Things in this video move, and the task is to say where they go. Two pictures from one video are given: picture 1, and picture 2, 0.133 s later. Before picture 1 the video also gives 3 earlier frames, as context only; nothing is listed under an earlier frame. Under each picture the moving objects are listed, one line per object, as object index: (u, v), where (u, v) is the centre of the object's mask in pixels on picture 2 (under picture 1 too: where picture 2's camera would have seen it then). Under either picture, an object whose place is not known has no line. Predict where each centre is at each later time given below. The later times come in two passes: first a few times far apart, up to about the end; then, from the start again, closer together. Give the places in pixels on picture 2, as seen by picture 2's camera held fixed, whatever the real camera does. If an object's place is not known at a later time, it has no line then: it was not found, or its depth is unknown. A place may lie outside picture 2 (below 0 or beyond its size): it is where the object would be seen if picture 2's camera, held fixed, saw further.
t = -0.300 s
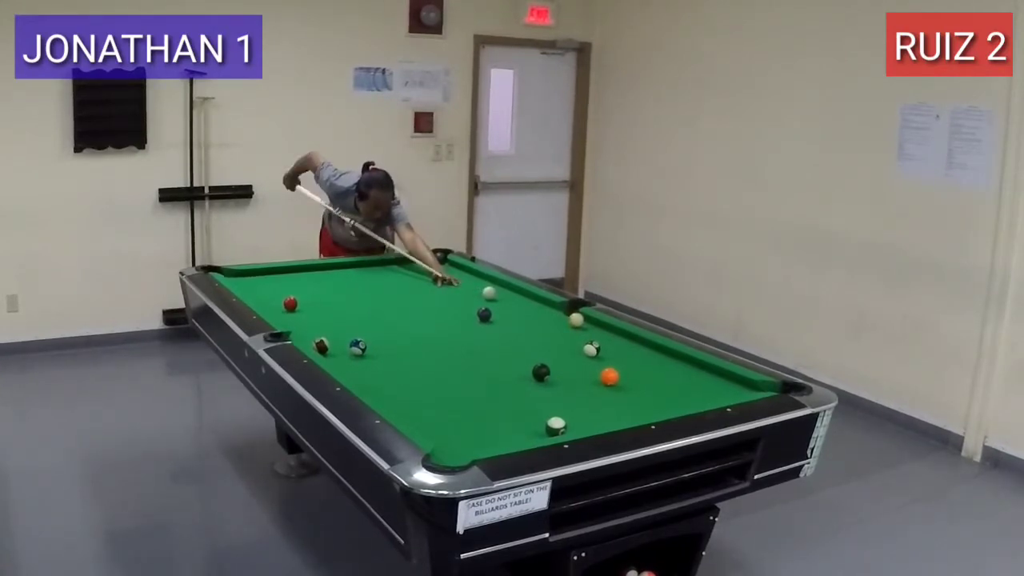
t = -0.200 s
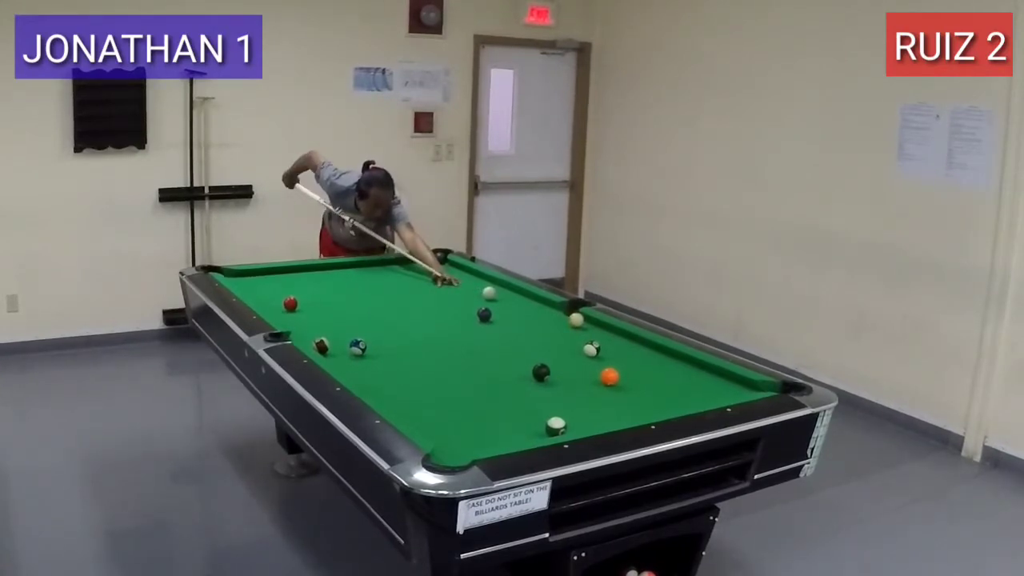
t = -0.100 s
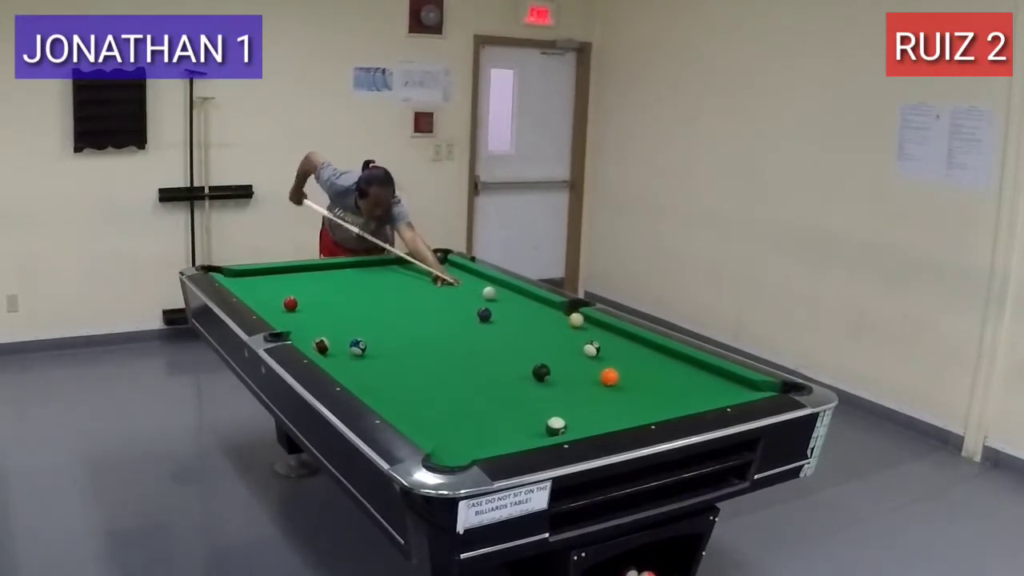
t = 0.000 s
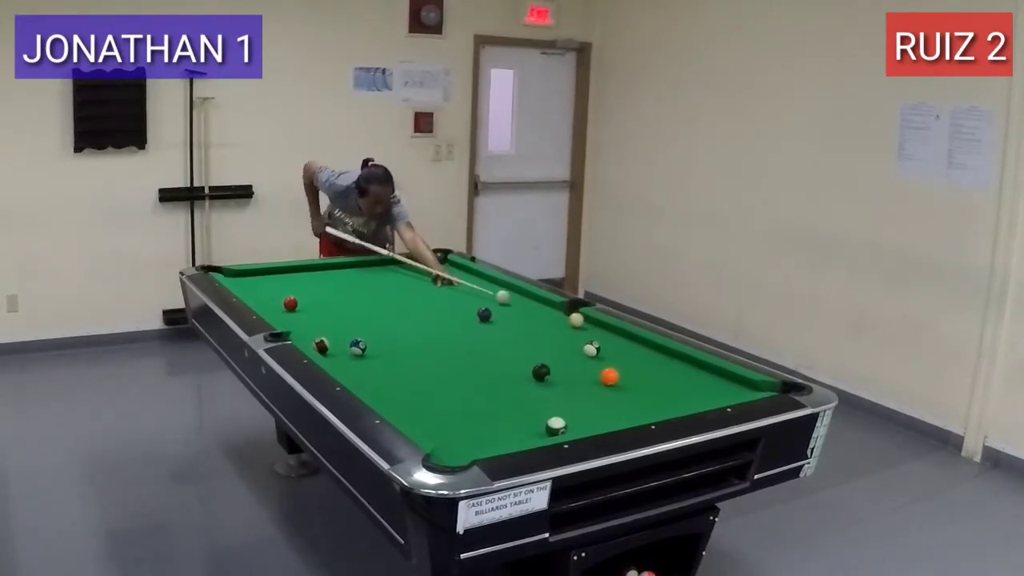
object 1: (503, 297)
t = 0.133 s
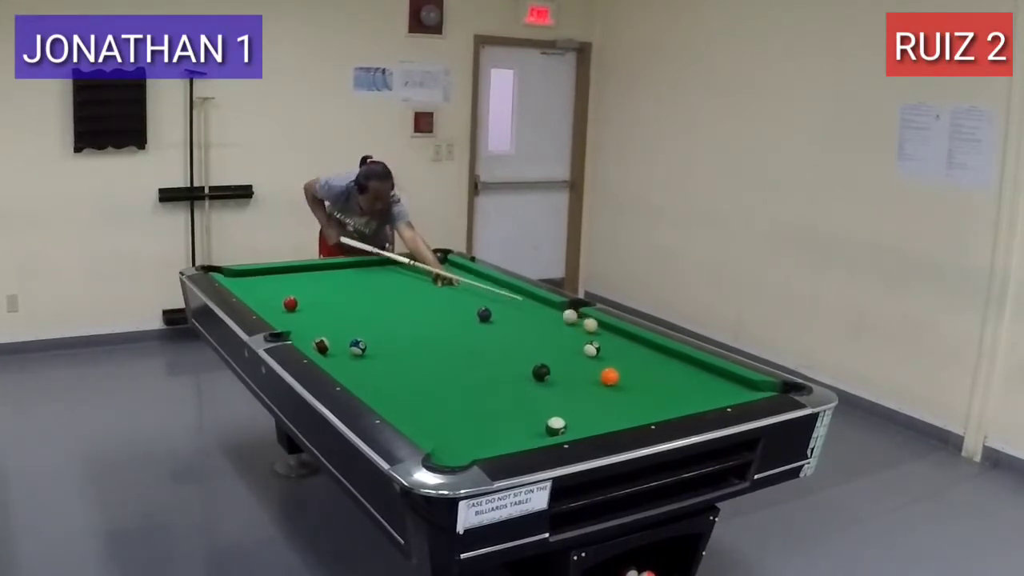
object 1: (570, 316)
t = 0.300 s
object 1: (580, 316)
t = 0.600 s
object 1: (573, 318)
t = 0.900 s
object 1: (568, 319)
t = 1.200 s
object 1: (564, 319)
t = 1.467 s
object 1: (562, 319)
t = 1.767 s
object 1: (561, 319)
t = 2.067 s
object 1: (562, 319)
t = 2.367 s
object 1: (562, 319)
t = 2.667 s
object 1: (562, 319)
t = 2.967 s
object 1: (562, 319)
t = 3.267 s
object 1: (562, 319)
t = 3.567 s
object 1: (562, 319)
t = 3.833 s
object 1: (562, 320)
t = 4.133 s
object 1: (562, 319)
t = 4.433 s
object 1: (562, 319)
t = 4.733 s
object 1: (562, 319)
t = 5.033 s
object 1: (562, 319)
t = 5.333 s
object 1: (562, 319)
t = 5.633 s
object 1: (562, 319)
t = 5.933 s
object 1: (562, 319)
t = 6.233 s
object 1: (562, 319)
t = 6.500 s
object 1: (562, 319)
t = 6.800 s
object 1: (562, 319)
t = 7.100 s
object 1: (562, 319)
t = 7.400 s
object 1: (562, 319)
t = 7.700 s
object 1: (562, 319)
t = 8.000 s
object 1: (562, 319)
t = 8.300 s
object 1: (562, 319)
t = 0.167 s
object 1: (572, 316)
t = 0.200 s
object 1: (575, 316)
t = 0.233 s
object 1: (578, 316)
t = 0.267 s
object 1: (581, 316)
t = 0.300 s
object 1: (580, 316)
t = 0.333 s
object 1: (579, 316)
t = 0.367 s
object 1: (578, 317)
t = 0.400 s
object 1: (578, 317)
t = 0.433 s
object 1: (577, 317)
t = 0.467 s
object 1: (576, 317)
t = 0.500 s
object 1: (575, 317)
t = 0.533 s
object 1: (575, 317)
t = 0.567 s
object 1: (574, 317)
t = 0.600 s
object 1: (573, 318)
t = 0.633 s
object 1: (572, 318)
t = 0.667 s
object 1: (572, 318)
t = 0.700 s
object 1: (571, 318)
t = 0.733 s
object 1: (570, 318)
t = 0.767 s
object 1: (570, 318)
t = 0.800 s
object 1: (569, 318)
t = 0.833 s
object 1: (569, 318)
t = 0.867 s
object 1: (568, 319)
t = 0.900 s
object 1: (568, 319)
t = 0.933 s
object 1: (567, 319)
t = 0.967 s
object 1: (567, 319)
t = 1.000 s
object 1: (566, 319)
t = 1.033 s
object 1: (566, 319)
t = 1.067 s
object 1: (565, 319)
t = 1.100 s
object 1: (565, 319)
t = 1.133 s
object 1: (565, 319)
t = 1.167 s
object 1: (564, 319)
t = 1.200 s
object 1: (564, 319)
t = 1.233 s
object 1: (563, 319)
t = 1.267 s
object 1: (564, 320)
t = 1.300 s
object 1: (563, 319)
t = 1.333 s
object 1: (563, 319)
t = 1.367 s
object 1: (563, 320)
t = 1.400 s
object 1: (562, 319)
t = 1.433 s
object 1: (562, 320)
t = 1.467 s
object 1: (562, 319)
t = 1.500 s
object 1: (562, 319)
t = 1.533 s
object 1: (562, 319)
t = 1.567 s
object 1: (562, 319)
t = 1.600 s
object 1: (562, 319)
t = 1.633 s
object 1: (562, 319)
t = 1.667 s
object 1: (562, 319)
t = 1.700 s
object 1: (562, 319)
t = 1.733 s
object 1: (562, 319)
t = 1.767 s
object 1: (561, 319)
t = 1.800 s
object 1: (561, 319)
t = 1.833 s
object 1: (562, 319)
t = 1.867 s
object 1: (562, 319)
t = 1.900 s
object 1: (562, 319)
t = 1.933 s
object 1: (561, 319)
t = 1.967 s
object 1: (562, 319)
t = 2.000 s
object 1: (562, 319)
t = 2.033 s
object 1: (562, 319)
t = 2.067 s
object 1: (562, 319)
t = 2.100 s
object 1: (562, 319)
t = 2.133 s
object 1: (562, 320)
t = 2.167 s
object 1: (561, 319)
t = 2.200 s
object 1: (562, 320)
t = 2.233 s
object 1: (562, 320)
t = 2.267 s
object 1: (562, 319)
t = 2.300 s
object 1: (562, 319)
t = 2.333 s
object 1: (562, 319)
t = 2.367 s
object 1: (562, 319)
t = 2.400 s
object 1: (562, 319)
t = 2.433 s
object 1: (562, 319)
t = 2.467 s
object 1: (561, 319)
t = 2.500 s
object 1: (562, 319)
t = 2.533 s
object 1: (562, 319)
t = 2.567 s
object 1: (562, 319)
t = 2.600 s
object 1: (562, 319)
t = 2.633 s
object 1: (562, 319)
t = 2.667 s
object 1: (562, 319)
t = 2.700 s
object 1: (562, 319)
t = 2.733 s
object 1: (562, 319)
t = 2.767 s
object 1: (562, 319)
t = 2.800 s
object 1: (562, 319)
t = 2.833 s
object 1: (562, 319)
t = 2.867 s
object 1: (562, 319)
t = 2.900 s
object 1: (562, 319)
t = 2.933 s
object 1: (562, 319)
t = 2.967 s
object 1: (562, 319)
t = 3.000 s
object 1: (562, 319)
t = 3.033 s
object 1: (562, 319)
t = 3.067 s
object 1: (562, 319)
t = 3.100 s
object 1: (562, 319)
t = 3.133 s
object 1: (562, 319)
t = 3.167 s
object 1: (562, 319)
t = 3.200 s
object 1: (562, 319)
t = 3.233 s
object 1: (562, 319)
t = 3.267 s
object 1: (562, 319)
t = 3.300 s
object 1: (562, 319)
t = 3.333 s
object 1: (562, 319)
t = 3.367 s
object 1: (562, 319)
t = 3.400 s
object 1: (562, 319)
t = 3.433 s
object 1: (562, 319)
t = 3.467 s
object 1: (562, 320)
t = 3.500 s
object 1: (562, 320)
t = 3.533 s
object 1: (562, 319)
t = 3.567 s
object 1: (562, 319)
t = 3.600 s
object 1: (562, 319)
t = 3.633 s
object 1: (562, 320)
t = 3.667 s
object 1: (562, 319)
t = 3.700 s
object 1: (561, 319)
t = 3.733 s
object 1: (562, 319)
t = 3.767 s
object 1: (562, 320)
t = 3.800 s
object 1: (562, 320)
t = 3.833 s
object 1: (562, 320)
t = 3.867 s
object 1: (562, 319)
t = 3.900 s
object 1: (562, 319)
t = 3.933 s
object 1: (562, 319)
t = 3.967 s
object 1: (562, 319)
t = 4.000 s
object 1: (562, 319)
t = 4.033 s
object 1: (562, 319)
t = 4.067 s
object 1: (562, 319)
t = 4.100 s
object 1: (562, 320)
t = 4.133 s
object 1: (562, 319)
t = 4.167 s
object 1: (562, 320)
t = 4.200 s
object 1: (562, 320)
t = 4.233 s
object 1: (562, 320)
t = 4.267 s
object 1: (562, 320)
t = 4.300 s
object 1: (562, 320)
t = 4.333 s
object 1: (562, 320)
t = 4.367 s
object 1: (562, 319)
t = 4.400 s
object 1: (562, 319)
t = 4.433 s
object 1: (562, 319)
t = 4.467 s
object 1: (562, 319)
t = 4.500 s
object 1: (562, 319)
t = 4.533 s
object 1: (562, 319)
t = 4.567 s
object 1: (562, 319)
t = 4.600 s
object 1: (562, 319)
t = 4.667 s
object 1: (562, 319)
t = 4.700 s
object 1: (562, 319)
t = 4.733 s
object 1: (562, 319)
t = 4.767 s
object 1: (562, 319)
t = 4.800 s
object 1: (562, 319)
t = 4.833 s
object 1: (562, 319)
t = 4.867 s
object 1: (562, 319)
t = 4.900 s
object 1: (562, 319)
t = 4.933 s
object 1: (562, 319)
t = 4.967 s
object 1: (562, 319)
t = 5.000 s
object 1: (562, 319)
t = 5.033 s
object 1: (562, 319)
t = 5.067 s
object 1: (562, 319)
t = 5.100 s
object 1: (562, 319)
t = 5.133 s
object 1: (562, 319)
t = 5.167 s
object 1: (562, 319)
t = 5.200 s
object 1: (562, 319)
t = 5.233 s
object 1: (562, 319)
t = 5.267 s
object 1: (562, 319)
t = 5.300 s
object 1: (562, 319)
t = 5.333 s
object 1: (562, 319)
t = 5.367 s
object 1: (562, 319)
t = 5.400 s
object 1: (562, 319)
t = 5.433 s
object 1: (562, 319)
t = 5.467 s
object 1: (562, 319)
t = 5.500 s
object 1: (562, 319)
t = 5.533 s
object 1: (562, 319)
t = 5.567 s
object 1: (562, 319)
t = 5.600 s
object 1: (562, 319)
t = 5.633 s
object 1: (562, 319)
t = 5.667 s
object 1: (562, 319)
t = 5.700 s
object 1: (562, 319)
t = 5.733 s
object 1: (562, 319)
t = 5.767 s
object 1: (562, 319)
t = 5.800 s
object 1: (562, 319)
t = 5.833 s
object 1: (562, 319)
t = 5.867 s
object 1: (562, 319)
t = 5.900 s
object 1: (562, 319)
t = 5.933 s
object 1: (562, 319)
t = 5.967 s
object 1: (562, 319)
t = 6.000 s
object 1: (562, 319)
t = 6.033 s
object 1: (562, 319)
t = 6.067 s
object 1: (562, 319)
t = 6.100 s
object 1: (562, 319)
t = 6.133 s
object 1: (562, 319)
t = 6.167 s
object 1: (562, 319)
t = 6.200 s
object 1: (562, 319)
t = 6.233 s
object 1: (562, 319)
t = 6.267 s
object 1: (562, 319)
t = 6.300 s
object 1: (562, 319)
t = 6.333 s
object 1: (562, 319)
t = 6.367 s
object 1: (562, 319)
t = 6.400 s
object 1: (562, 319)
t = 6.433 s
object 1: (562, 319)
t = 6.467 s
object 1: (562, 319)
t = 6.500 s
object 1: (562, 319)
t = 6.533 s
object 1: (562, 319)
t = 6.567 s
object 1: (562, 319)
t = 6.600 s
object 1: (562, 319)
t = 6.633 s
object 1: (562, 319)
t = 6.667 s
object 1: (562, 319)
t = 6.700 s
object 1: (562, 319)
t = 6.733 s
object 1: (562, 319)
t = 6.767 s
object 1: (562, 319)
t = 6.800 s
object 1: (562, 319)
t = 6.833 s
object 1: (562, 319)
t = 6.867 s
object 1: (562, 319)
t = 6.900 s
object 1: (562, 319)
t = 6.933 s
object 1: (561, 319)
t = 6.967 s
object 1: (561, 319)
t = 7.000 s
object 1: (562, 319)
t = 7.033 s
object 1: (562, 319)
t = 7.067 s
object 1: (561, 319)
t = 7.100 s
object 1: (562, 319)
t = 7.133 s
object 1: (562, 319)
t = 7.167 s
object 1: (562, 319)
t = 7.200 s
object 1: (562, 319)
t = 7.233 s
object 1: (562, 319)
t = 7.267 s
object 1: (562, 319)
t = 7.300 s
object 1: (562, 319)
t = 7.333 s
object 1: (562, 319)
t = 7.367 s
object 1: (562, 319)
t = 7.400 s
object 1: (562, 319)
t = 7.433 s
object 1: (562, 319)
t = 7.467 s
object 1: (562, 319)
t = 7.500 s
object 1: (562, 319)
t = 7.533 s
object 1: (562, 319)
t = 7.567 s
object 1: (562, 319)
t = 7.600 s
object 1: (562, 319)
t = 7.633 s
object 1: (562, 319)
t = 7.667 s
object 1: (562, 319)
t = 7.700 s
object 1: (562, 319)
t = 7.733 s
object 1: (562, 319)
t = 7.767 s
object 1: (562, 319)
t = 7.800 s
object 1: (562, 319)
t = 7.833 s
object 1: (562, 319)
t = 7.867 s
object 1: (562, 319)
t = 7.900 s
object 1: (562, 319)
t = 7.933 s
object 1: (562, 319)
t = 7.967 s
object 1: (562, 319)
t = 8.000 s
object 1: (562, 319)
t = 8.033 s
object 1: (562, 319)
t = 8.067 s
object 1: (562, 319)
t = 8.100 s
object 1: (562, 319)
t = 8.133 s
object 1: (562, 319)
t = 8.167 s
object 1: (562, 319)
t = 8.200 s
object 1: (562, 319)
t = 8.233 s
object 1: (562, 319)
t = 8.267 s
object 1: (562, 319)
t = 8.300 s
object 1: (562, 319)
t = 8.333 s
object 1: (562, 319)
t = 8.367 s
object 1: (562, 319)
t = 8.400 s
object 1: (562, 319)
